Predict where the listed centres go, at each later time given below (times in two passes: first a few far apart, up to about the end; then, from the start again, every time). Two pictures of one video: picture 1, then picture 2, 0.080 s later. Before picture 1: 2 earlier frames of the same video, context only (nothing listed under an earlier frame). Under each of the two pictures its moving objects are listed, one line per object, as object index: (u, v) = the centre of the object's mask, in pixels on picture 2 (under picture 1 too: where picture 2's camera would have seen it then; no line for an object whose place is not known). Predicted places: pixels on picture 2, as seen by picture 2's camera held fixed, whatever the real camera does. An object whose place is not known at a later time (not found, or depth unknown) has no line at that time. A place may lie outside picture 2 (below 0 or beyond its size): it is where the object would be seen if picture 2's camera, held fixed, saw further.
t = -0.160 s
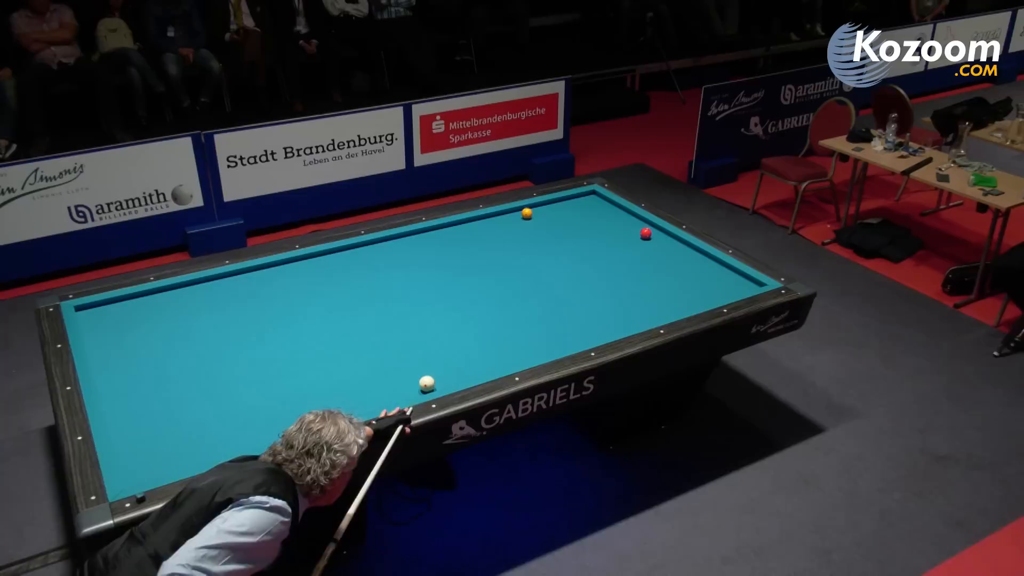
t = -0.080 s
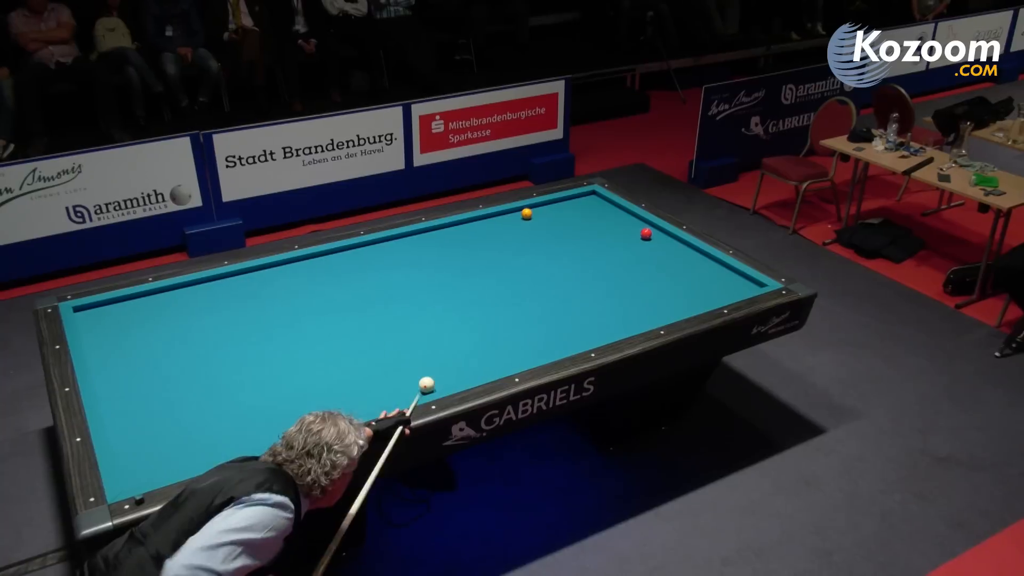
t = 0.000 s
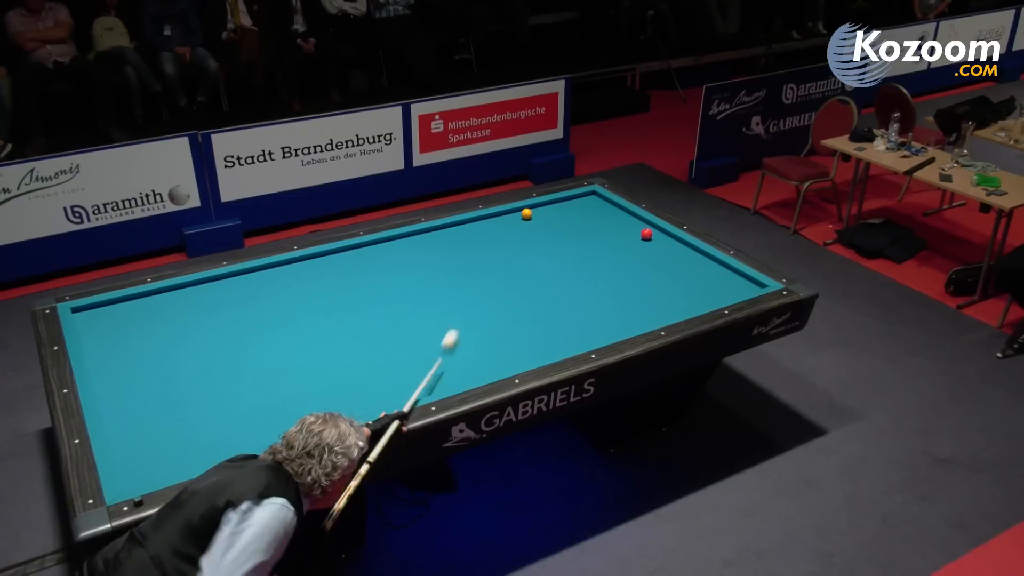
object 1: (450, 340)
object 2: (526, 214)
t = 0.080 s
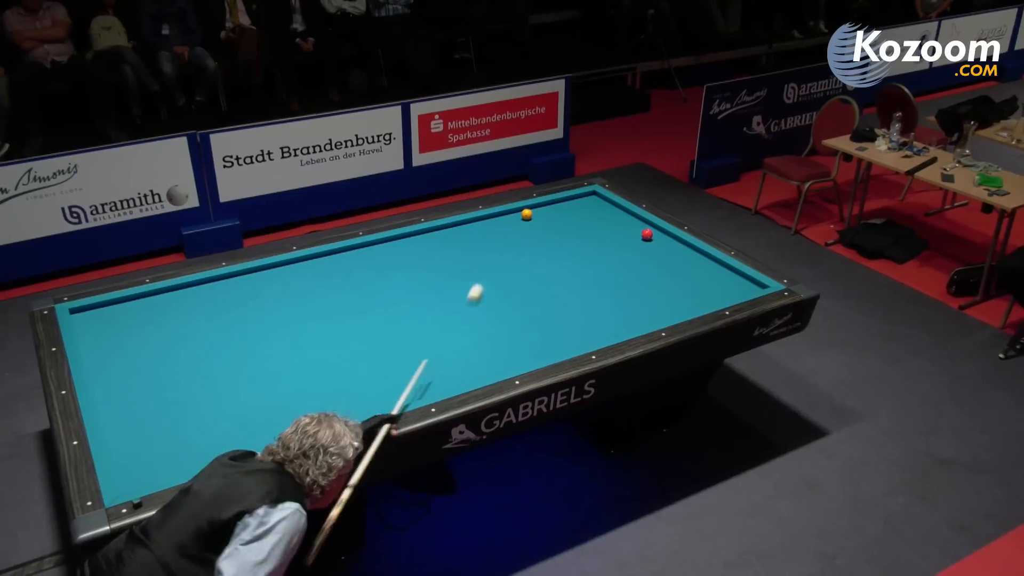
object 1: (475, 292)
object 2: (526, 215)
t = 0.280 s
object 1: (515, 213)
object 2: (540, 213)
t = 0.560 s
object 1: (645, 280)
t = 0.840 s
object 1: (650, 270)
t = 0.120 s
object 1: (486, 272)
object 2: (526, 215)
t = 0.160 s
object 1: (496, 253)
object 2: (526, 215)
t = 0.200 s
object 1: (506, 236)
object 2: (526, 215)
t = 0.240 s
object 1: (514, 220)
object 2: (527, 216)
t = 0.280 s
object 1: (515, 213)
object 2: (540, 213)
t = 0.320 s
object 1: (531, 221)
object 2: (559, 210)
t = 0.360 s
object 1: (548, 231)
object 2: (577, 207)
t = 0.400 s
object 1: (566, 241)
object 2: (594, 203)
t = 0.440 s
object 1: (585, 250)
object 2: (603, 202)
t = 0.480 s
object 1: (604, 260)
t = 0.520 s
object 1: (625, 270)
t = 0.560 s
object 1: (645, 280)
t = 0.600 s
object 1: (667, 290)
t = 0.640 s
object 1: (690, 301)
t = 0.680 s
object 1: (697, 303)
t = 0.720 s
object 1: (684, 294)
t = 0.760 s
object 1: (672, 286)
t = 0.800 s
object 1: (660, 278)
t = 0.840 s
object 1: (650, 270)
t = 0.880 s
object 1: (640, 263)
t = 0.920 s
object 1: (632, 256)
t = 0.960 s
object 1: (624, 250)
